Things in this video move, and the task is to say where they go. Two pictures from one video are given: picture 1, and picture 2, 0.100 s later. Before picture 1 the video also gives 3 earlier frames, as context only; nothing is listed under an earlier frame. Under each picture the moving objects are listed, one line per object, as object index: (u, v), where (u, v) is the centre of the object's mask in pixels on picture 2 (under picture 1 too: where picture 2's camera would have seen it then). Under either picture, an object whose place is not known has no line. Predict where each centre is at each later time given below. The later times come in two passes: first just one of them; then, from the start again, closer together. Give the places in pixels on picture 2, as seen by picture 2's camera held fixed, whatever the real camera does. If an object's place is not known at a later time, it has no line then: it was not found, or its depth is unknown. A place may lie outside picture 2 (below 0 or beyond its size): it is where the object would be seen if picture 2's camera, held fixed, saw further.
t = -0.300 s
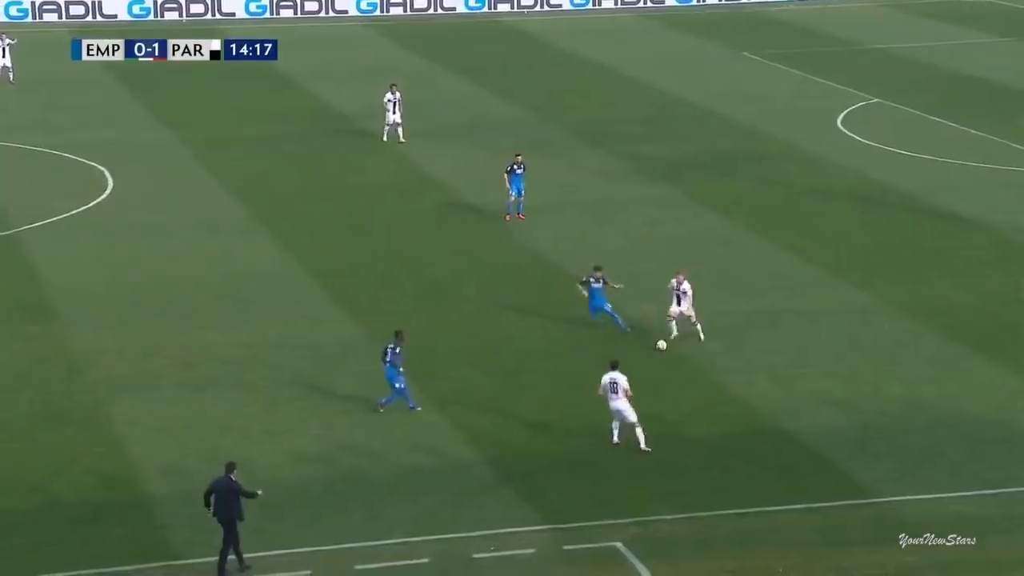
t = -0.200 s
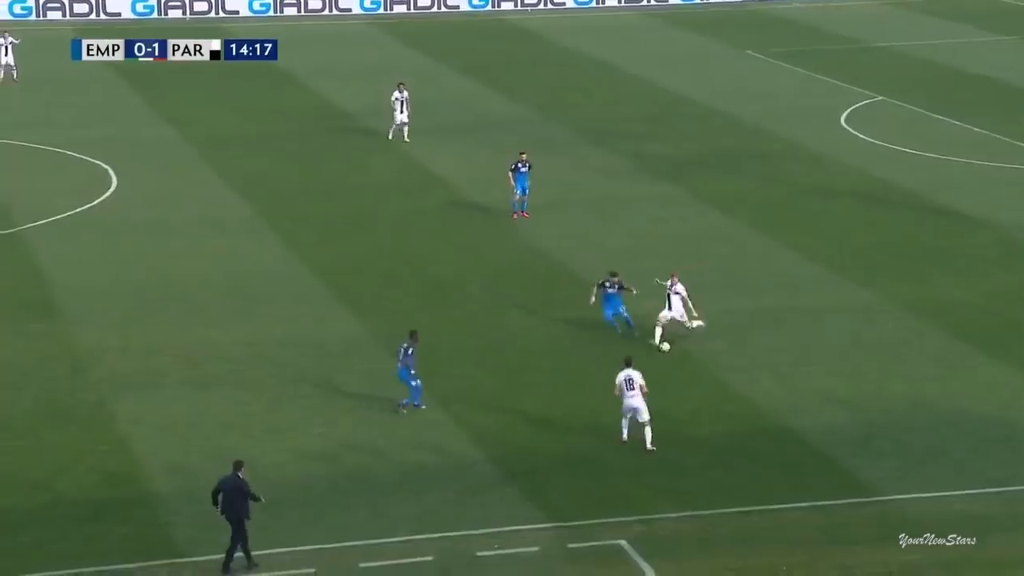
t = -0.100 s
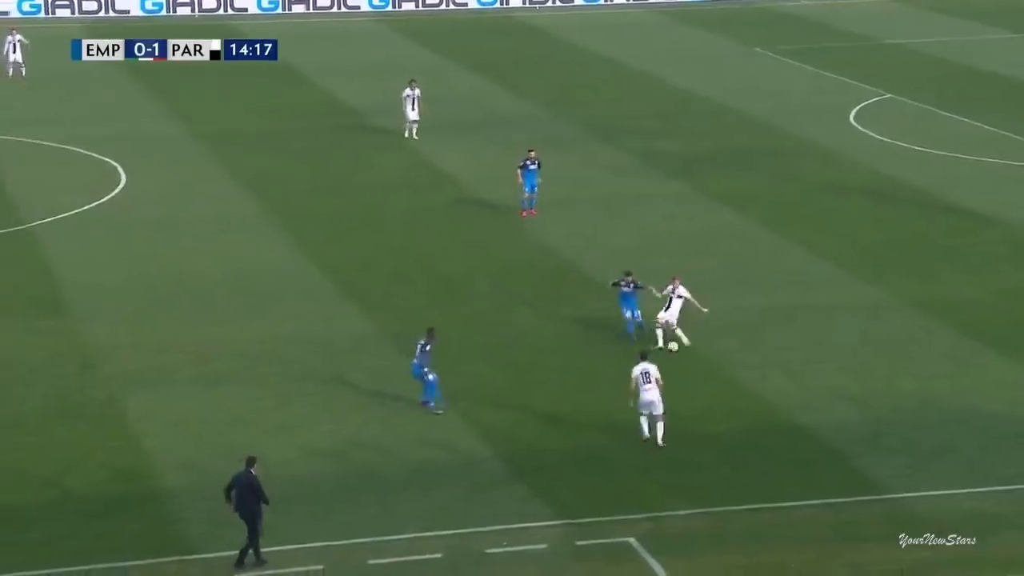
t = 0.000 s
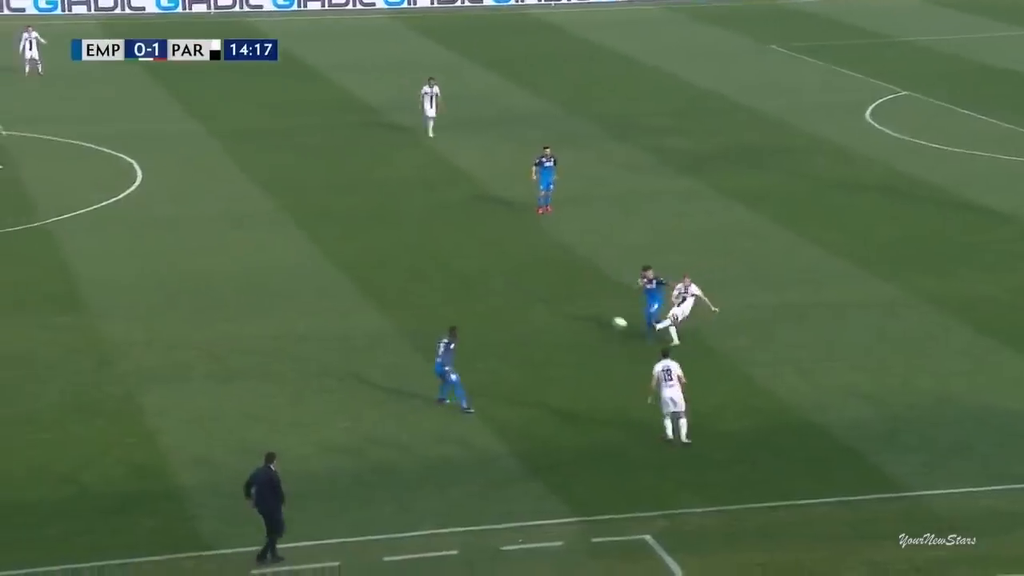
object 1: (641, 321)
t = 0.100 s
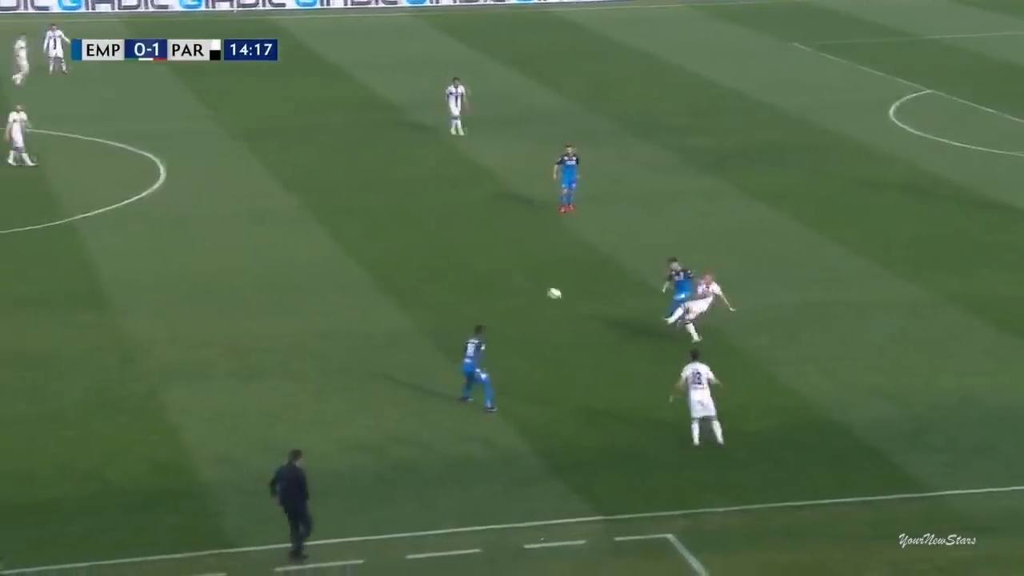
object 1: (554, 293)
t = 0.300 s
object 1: (375, 239)
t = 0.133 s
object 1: (527, 284)
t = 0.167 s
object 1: (496, 274)
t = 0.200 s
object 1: (465, 266)
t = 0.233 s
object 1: (436, 257)
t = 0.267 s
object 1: (406, 248)
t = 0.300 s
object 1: (375, 239)
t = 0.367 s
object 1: (316, 221)
